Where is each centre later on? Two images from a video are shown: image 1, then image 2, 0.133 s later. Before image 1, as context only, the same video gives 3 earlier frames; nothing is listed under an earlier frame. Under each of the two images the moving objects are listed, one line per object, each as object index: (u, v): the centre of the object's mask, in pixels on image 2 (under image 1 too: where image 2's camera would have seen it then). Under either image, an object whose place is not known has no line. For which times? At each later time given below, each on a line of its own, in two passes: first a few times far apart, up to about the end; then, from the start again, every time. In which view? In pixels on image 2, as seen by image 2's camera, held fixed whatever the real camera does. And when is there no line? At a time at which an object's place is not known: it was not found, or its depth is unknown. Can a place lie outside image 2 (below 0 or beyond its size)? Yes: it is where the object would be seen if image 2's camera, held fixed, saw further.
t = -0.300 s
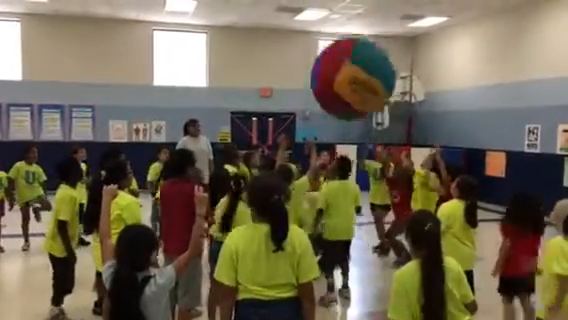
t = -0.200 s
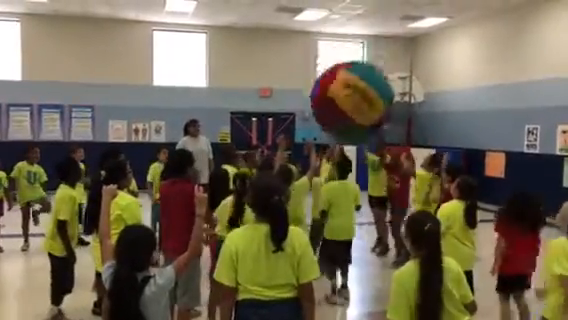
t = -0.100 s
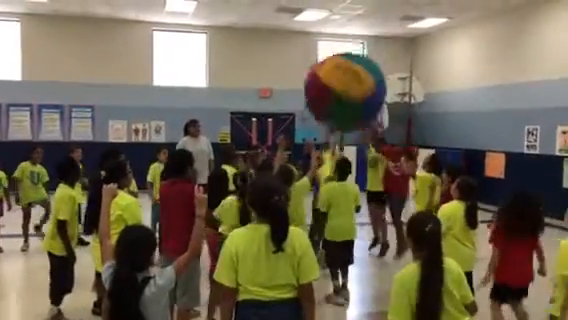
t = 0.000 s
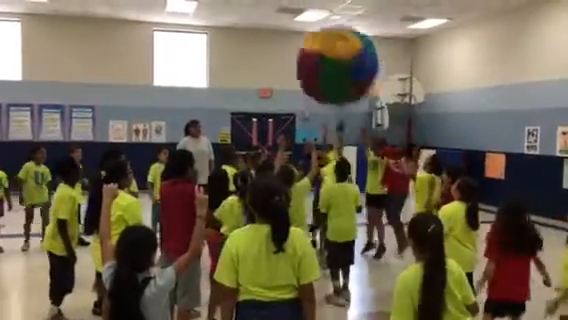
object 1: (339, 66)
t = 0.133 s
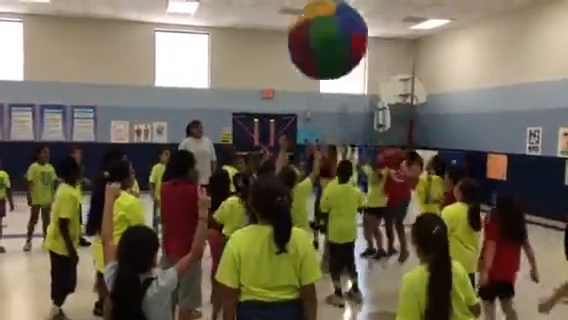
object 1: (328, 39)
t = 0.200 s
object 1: (322, 32)
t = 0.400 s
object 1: (306, 21)
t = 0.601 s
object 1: (293, 20)
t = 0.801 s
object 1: (279, 27)
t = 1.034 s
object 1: (264, 56)
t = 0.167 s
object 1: (325, 36)
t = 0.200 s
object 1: (322, 32)
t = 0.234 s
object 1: (320, 30)
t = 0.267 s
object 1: (317, 27)
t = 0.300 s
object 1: (314, 25)
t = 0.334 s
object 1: (312, 24)
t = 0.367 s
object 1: (309, 22)
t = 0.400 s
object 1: (306, 21)
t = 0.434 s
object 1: (304, 20)
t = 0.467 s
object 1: (302, 20)
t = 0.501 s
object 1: (299, 20)
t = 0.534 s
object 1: (297, 20)
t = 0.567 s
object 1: (295, 20)
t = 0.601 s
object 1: (293, 20)
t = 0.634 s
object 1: (291, 20)
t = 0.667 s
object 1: (289, 21)
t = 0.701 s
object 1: (287, 22)
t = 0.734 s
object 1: (284, 23)
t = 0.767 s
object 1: (281, 25)
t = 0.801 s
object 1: (279, 27)
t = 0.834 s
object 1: (277, 29)
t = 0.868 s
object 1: (274, 31)
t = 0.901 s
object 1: (272, 35)
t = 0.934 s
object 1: (270, 39)
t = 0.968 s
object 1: (268, 45)
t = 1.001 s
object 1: (267, 50)
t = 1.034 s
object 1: (264, 56)
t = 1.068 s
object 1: (262, 62)
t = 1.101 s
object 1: (260, 68)
